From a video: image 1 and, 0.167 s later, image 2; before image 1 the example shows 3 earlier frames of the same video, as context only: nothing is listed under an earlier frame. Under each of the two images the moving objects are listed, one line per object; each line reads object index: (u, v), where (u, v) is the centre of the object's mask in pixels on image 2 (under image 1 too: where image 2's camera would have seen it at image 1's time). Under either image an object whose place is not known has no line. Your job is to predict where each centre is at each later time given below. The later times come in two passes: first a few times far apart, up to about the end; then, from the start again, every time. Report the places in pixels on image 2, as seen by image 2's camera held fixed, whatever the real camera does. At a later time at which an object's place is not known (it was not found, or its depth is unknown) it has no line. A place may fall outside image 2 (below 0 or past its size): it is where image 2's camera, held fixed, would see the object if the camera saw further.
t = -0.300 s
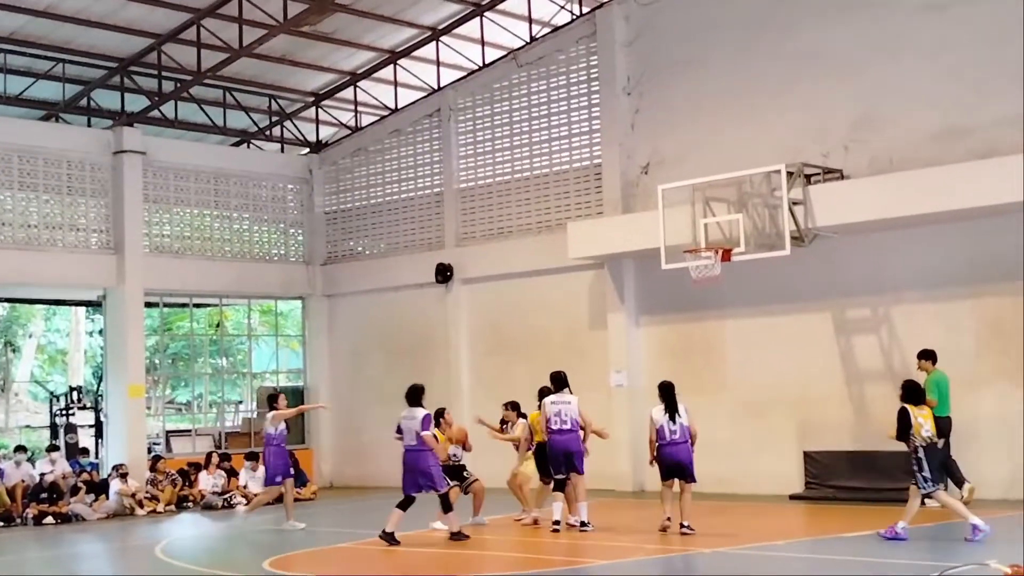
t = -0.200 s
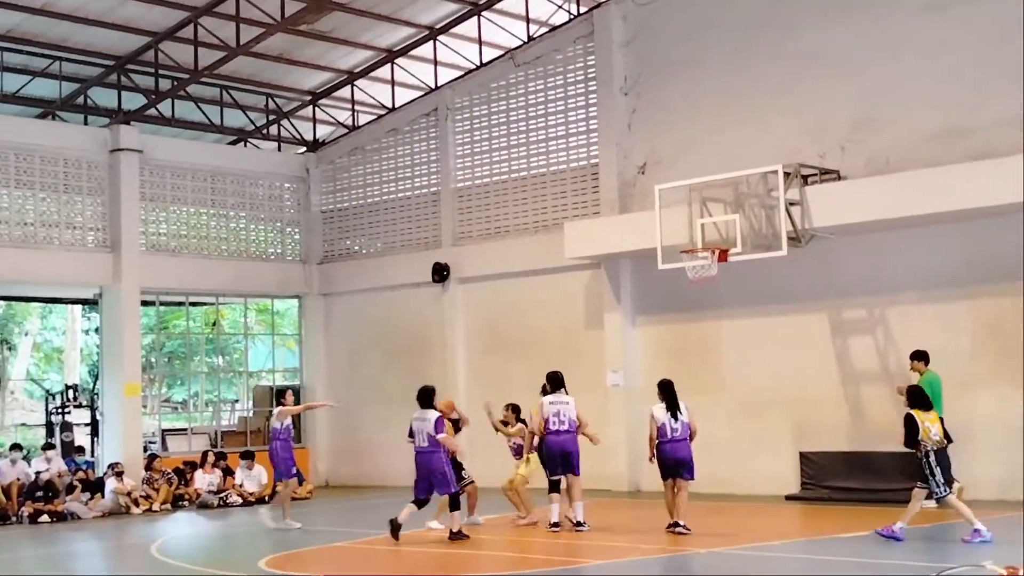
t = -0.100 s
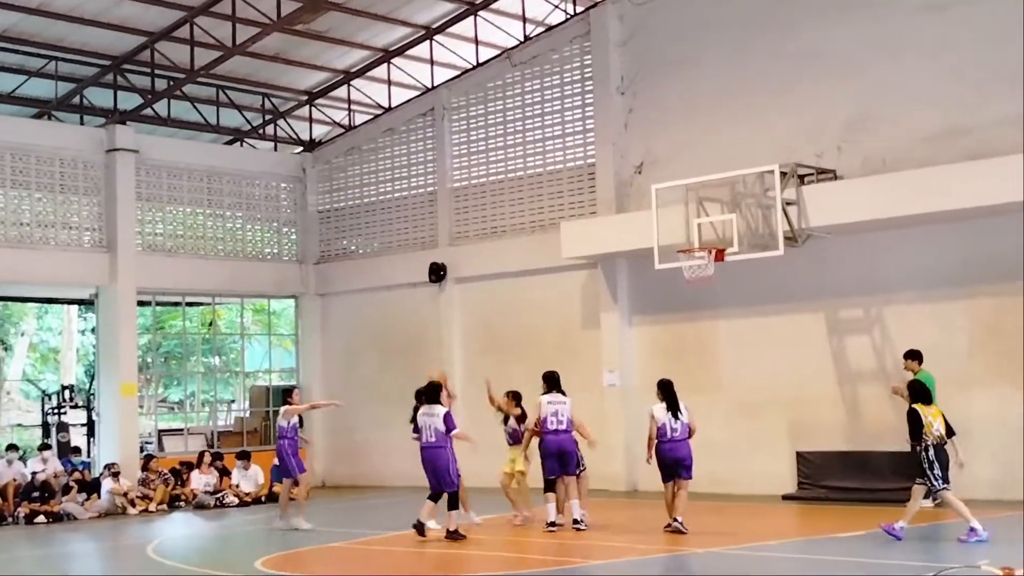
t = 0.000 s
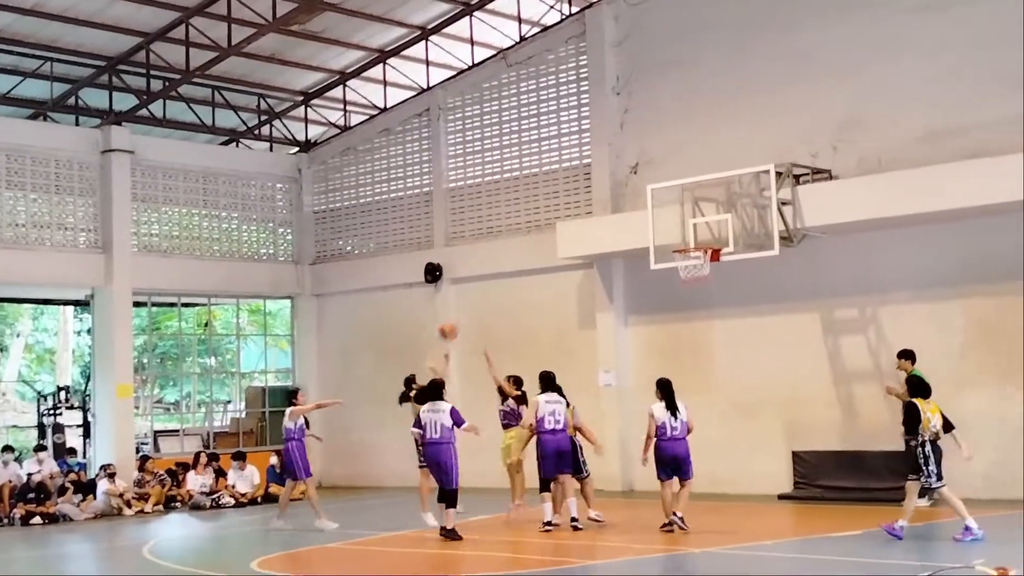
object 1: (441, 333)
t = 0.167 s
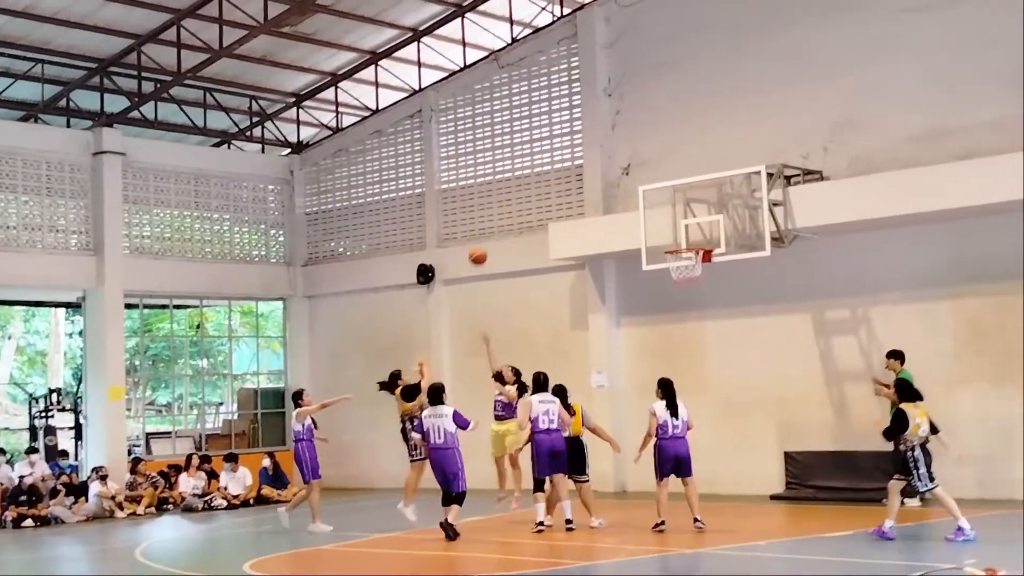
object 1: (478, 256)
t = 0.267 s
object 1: (500, 223)
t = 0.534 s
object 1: (558, 175)
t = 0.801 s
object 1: (616, 185)
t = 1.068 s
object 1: (664, 247)
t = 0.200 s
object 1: (485, 244)
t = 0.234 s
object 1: (492, 232)
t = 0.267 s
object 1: (500, 223)
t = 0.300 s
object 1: (507, 214)
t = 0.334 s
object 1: (515, 206)
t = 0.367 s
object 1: (522, 198)
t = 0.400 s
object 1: (529, 192)
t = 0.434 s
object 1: (536, 186)
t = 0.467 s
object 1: (544, 182)
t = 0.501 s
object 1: (551, 178)
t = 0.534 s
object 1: (558, 175)
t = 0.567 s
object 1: (565, 174)
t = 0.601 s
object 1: (573, 173)
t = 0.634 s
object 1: (579, 173)
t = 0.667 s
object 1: (587, 173)
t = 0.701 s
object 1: (594, 176)
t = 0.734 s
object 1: (601, 179)
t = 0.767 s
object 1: (609, 181)
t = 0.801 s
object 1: (616, 185)
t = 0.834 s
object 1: (623, 190)
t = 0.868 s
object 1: (631, 197)
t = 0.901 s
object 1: (637, 204)
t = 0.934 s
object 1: (645, 212)
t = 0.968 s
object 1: (652, 219)
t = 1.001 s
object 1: (659, 229)
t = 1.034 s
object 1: (664, 238)
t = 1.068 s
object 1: (664, 247)
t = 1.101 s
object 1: (661, 258)
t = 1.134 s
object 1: (662, 268)
